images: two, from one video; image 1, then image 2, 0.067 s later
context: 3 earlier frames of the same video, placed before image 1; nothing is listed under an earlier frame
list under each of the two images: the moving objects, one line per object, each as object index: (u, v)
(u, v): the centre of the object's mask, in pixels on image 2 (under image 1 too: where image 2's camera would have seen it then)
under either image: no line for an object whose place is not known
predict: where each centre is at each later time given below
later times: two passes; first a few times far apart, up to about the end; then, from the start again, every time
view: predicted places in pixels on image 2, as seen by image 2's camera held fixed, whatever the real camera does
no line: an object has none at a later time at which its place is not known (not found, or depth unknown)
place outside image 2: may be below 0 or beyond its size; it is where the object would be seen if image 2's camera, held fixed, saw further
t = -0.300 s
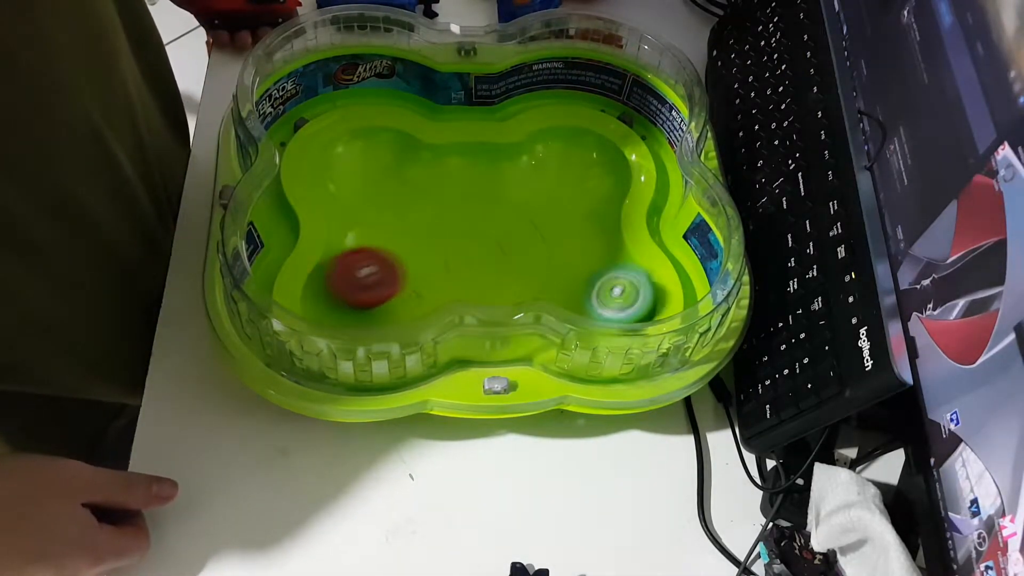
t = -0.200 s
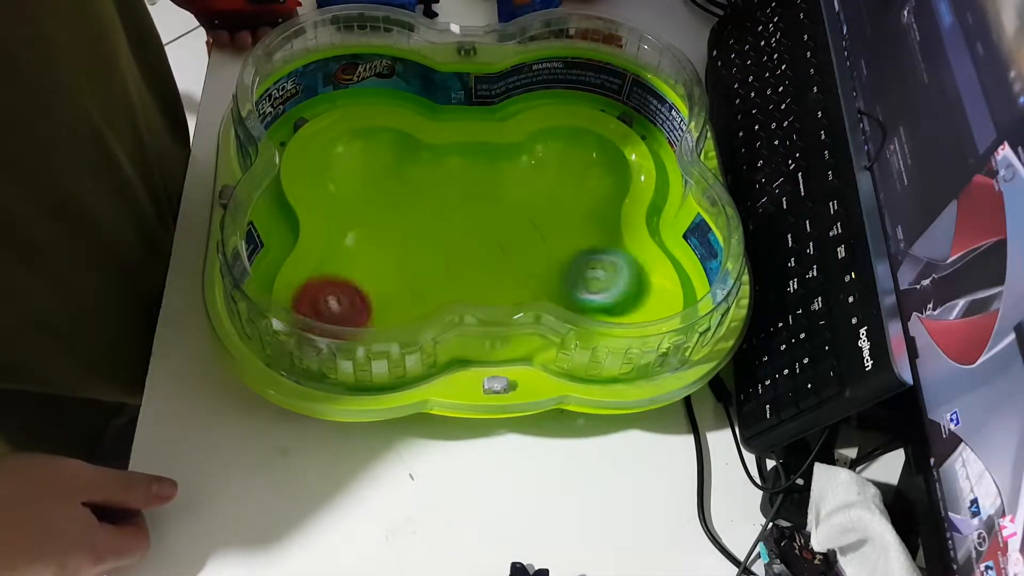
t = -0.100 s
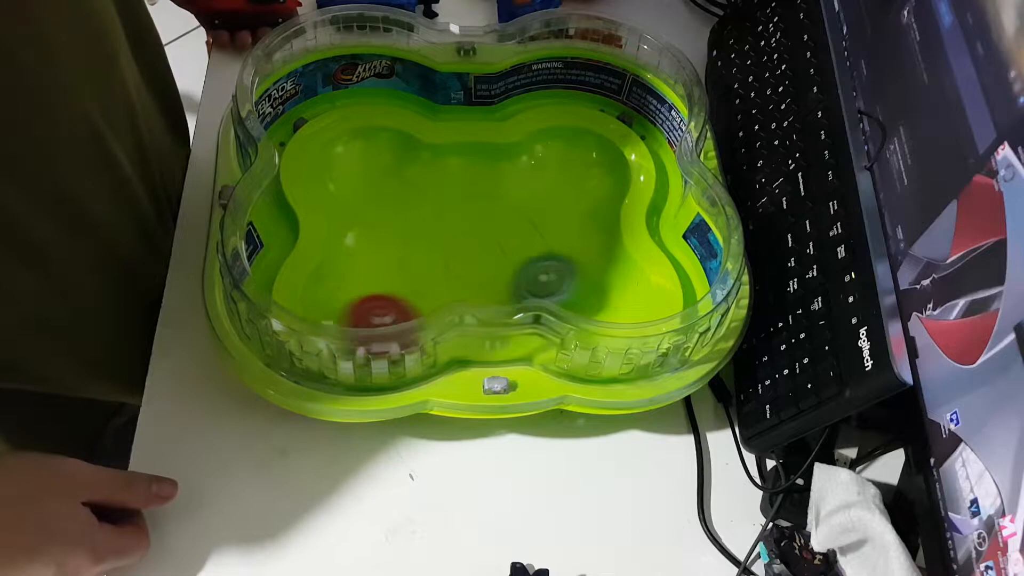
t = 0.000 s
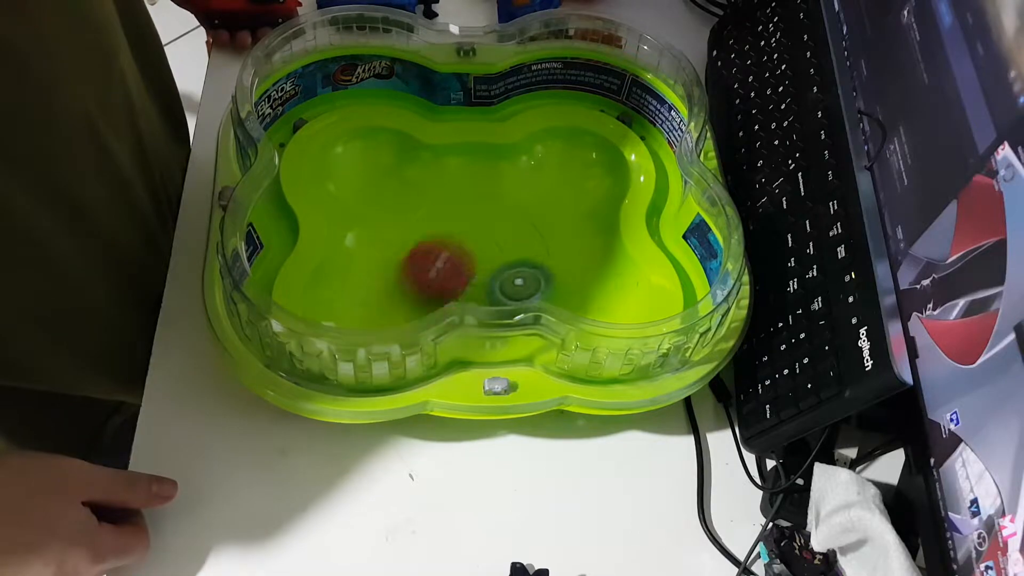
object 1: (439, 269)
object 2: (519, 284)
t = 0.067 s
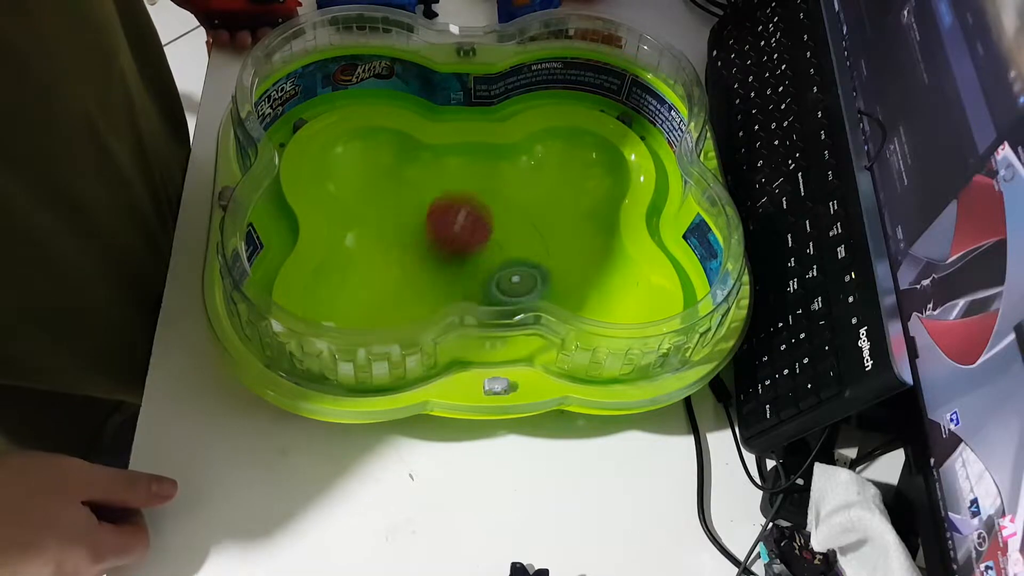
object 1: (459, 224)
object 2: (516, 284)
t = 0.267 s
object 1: (458, 156)
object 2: (522, 264)
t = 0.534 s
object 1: (376, 171)
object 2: (512, 280)
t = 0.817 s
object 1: (419, 219)
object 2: (548, 261)
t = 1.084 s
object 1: (427, 173)
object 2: (575, 229)
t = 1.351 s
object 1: (395, 193)
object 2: (545, 198)
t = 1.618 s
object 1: (423, 254)
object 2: (493, 239)
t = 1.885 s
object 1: (436, 273)
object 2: (567, 275)
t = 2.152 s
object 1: (411, 260)
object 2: (587, 295)
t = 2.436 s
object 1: (401, 281)
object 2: (579, 286)
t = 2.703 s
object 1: (414, 215)
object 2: (595, 252)
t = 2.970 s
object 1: (343, 161)
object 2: (578, 296)
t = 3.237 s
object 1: (405, 164)
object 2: (576, 225)
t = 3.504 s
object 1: (378, 174)
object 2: (510, 186)
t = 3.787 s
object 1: (417, 238)
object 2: (480, 267)
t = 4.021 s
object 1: (420, 277)
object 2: (499, 287)
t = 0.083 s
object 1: (461, 213)
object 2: (517, 282)
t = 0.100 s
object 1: (463, 203)
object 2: (518, 282)
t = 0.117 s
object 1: (464, 194)
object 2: (520, 281)
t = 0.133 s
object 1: (464, 184)
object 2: (522, 280)
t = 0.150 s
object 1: (463, 174)
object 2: (523, 279)
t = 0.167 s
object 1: (463, 166)
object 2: (525, 278)
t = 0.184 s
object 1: (462, 159)
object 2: (527, 275)
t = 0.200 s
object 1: (461, 153)
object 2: (528, 273)
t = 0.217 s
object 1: (460, 150)
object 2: (528, 272)
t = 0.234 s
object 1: (460, 149)
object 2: (527, 270)
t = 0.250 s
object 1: (459, 150)
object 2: (525, 268)
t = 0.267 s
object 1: (458, 156)
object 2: (522, 264)
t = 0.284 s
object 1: (458, 162)
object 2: (520, 263)
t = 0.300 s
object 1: (457, 170)
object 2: (514, 259)
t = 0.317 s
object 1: (456, 179)
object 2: (510, 256)
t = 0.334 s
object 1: (455, 189)
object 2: (504, 252)
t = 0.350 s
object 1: (452, 197)
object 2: (497, 248)
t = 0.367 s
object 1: (445, 198)
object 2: (497, 251)
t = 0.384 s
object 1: (437, 197)
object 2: (495, 260)
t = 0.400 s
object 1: (429, 196)
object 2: (494, 261)
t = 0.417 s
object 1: (420, 195)
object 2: (493, 265)
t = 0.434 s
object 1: (412, 193)
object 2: (493, 268)
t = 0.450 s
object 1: (404, 191)
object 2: (494, 272)
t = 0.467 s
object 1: (397, 188)
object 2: (498, 275)
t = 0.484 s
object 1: (390, 184)
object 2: (501, 276)
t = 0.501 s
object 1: (385, 180)
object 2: (504, 278)
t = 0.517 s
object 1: (380, 176)
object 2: (508, 279)
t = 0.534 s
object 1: (376, 171)
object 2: (512, 280)
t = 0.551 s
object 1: (372, 166)
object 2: (516, 281)
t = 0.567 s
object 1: (366, 161)
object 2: (521, 281)
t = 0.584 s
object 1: (360, 157)
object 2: (527, 282)
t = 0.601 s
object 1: (353, 155)
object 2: (532, 283)
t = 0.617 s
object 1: (347, 155)
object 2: (538, 283)
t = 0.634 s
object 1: (343, 156)
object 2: (544, 284)
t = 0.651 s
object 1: (339, 158)
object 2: (547, 284)
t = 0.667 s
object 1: (337, 163)
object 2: (552, 283)
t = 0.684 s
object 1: (337, 169)
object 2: (555, 282)
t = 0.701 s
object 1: (340, 175)
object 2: (557, 282)
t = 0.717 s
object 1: (343, 182)
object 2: (558, 280)
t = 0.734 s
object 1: (354, 190)
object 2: (559, 278)
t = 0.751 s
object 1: (365, 197)
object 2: (559, 276)
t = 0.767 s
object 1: (376, 204)
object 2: (558, 273)
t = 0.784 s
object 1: (389, 210)
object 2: (555, 270)
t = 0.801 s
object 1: (405, 215)
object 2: (552, 266)
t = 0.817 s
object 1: (419, 219)
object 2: (548, 261)
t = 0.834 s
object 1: (431, 221)
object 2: (544, 256)
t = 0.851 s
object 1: (444, 223)
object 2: (538, 251)
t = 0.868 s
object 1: (455, 224)
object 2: (533, 246)
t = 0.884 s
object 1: (461, 223)
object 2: (529, 243)
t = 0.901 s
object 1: (462, 217)
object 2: (533, 242)
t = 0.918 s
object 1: (461, 209)
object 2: (540, 242)
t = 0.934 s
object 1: (461, 203)
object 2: (546, 242)
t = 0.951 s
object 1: (460, 197)
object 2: (550, 242)
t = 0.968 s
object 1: (459, 191)
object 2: (554, 241)
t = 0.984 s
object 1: (456, 186)
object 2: (559, 240)
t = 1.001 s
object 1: (453, 182)
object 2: (562, 238)
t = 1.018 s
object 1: (449, 178)
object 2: (565, 237)
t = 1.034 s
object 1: (444, 175)
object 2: (569, 235)
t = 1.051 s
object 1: (439, 174)
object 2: (571, 233)
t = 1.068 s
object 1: (434, 173)
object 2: (573, 231)
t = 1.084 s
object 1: (427, 173)
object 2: (575, 229)
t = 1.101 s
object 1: (420, 173)
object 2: (576, 226)
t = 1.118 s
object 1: (413, 174)
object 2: (577, 224)
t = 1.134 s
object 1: (405, 175)
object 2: (578, 221)
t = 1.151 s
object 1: (397, 177)
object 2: (577, 218)
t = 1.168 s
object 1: (390, 178)
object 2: (576, 216)
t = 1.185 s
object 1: (384, 179)
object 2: (575, 213)
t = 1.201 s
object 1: (379, 178)
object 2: (573, 211)
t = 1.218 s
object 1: (375, 179)
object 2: (572, 209)
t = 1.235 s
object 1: (373, 179)
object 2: (568, 207)
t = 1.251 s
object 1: (373, 180)
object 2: (567, 205)
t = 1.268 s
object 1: (374, 181)
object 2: (565, 205)
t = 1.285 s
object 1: (376, 183)
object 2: (561, 202)
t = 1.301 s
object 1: (380, 185)
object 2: (559, 200)
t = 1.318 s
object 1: (384, 187)
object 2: (556, 200)
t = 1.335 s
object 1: (390, 191)
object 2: (551, 198)
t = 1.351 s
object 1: (395, 193)
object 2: (545, 198)
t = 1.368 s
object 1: (400, 196)
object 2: (539, 197)
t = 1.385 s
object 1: (405, 199)
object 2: (532, 197)
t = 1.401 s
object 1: (409, 202)
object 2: (525, 198)
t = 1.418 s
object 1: (414, 205)
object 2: (515, 200)
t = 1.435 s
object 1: (419, 207)
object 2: (506, 204)
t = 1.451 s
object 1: (424, 210)
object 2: (494, 207)
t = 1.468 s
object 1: (423, 213)
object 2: (492, 211)
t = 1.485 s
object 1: (419, 216)
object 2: (491, 214)
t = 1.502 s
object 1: (417, 219)
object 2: (492, 216)
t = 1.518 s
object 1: (417, 222)
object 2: (492, 220)
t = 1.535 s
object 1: (418, 227)
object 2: (491, 223)
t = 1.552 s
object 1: (420, 232)
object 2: (490, 226)
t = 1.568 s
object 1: (422, 237)
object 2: (492, 230)
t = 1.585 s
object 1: (423, 242)
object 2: (492, 233)
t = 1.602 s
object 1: (423, 248)
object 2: (493, 236)
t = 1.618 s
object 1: (423, 254)
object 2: (493, 239)
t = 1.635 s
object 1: (423, 259)
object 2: (495, 242)
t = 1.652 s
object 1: (423, 263)
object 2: (496, 245)
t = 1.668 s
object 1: (425, 266)
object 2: (497, 248)
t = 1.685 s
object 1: (427, 269)
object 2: (499, 250)
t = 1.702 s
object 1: (431, 271)
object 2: (500, 253)
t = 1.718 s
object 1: (434, 272)
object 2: (502, 256)
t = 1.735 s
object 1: (433, 274)
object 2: (512, 261)
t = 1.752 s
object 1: (431, 275)
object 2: (519, 264)
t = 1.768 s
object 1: (430, 275)
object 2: (527, 265)
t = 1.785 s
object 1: (430, 276)
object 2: (536, 268)
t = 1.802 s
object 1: (431, 276)
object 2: (542, 270)
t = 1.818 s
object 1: (432, 276)
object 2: (548, 271)
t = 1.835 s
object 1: (433, 276)
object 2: (553, 272)
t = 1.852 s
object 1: (434, 275)
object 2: (560, 273)
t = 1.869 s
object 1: (435, 274)
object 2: (564, 274)
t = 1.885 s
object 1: (436, 273)
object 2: (567, 275)
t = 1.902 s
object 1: (437, 272)
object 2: (570, 275)
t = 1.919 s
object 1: (438, 271)
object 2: (573, 276)
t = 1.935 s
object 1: (439, 270)
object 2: (575, 277)
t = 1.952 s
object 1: (439, 268)
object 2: (577, 277)
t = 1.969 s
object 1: (439, 267)
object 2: (578, 278)
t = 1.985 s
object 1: (438, 266)
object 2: (579, 279)
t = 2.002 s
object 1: (437, 264)
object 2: (581, 280)
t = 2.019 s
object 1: (436, 263)
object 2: (581, 281)
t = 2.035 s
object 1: (435, 261)
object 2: (582, 283)
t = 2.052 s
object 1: (433, 260)
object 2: (583, 284)
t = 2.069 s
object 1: (430, 259)
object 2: (583, 285)
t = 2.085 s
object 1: (427, 259)
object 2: (583, 286)
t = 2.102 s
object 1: (424, 258)
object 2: (584, 288)
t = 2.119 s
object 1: (420, 258)
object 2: (586, 290)
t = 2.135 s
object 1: (416, 259)
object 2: (587, 292)
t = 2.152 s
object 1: (411, 260)
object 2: (587, 295)
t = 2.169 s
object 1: (407, 261)
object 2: (588, 297)
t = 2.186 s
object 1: (403, 262)
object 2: (589, 298)
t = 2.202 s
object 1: (398, 263)
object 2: (590, 299)
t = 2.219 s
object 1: (395, 266)
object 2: (592, 299)
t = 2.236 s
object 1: (392, 269)
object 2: (595, 299)
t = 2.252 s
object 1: (390, 272)
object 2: (597, 300)
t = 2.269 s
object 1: (387, 276)
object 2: (597, 300)
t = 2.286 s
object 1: (385, 279)
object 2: (597, 301)
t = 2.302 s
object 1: (384, 282)
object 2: (599, 300)
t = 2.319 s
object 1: (383, 284)
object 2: (598, 297)
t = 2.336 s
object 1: (384, 285)
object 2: (597, 296)
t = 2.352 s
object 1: (385, 286)
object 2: (595, 296)
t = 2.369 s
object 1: (388, 286)
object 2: (592, 292)
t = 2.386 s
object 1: (390, 286)
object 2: (589, 291)
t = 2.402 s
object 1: (393, 285)
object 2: (585, 289)
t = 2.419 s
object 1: (397, 283)
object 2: (582, 288)
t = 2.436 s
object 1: (401, 281)
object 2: (579, 286)
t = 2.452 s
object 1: (406, 279)
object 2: (575, 284)
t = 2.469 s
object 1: (412, 276)
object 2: (571, 283)
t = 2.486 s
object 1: (418, 274)
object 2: (566, 281)
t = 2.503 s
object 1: (424, 272)
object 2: (562, 279)
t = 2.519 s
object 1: (429, 270)
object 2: (558, 277)
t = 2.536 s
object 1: (434, 268)
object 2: (553, 274)
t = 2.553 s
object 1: (438, 266)
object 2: (549, 272)
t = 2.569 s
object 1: (441, 263)
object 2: (546, 270)
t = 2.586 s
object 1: (445, 260)
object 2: (539, 265)
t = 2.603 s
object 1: (451, 257)
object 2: (535, 262)
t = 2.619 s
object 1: (455, 254)
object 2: (534, 261)
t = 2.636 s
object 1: (450, 247)
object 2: (539, 262)
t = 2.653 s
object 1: (438, 236)
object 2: (545, 263)
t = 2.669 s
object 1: (428, 229)
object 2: (570, 263)
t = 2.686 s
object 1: (421, 221)
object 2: (581, 259)
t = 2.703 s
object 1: (414, 215)
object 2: (595, 252)
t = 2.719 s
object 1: (409, 208)
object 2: (603, 250)
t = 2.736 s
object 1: (405, 203)
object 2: (615, 247)
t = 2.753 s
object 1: (400, 197)
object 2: (622, 251)
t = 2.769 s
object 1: (395, 193)
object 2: (622, 255)
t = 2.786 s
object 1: (390, 188)
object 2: (620, 260)
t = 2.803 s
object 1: (385, 184)
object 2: (617, 267)
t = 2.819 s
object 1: (379, 179)
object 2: (615, 278)
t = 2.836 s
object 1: (373, 174)
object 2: (613, 284)
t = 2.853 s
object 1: (367, 169)
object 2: (604, 291)
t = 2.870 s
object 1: (361, 164)
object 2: (598, 292)
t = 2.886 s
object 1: (356, 160)
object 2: (589, 295)
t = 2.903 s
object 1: (351, 157)
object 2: (586, 297)
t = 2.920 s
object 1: (348, 156)
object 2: (584, 297)
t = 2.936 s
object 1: (346, 156)
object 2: (583, 298)
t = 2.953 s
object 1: (344, 158)
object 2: (581, 297)
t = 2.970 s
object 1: (343, 161)
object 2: (578, 296)
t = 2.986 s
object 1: (343, 165)
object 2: (577, 295)
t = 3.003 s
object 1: (345, 170)
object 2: (578, 295)
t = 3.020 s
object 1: (349, 174)
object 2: (580, 294)
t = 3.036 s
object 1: (355, 178)
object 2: (580, 291)
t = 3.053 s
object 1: (361, 181)
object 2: (581, 287)
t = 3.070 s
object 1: (368, 183)
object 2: (584, 283)
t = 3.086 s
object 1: (375, 183)
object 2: (586, 278)
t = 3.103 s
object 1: (380, 182)
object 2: (588, 272)
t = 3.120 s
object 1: (385, 180)
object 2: (589, 262)
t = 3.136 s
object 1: (390, 179)
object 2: (591, 255)
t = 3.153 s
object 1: (395, 176)
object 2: (591, 250)
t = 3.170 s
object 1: (398, 173)
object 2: (590, 244)
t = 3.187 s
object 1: (401, 171)
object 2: (588, 239)
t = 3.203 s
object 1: (403, 168)
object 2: (585, 234)
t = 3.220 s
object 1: (405, 166)
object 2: (581, 230)
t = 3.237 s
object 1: (405, 164)
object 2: (576, 225)
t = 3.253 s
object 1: (405, 162)
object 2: (570, 221)
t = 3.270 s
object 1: (404, 162)
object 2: (566, 217)
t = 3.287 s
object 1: (402, 162)
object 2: (560, 213)
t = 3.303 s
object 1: (399, 162)
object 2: (552, 209)
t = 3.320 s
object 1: (396, 163)
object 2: (545, 205)
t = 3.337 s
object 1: (392, 164)
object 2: (539, 198)
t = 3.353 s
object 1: (388, 166)
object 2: (536, 189)
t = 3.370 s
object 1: (383, 167)
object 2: (532, 187)
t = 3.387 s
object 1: (380, 168)
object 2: (529, 183)
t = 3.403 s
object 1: (376, 169)
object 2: (526, 182)
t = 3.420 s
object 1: (374, 169)
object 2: (525, 181)
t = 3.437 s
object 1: (373, 169)
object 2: (522, 182)
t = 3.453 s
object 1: (372, 170)
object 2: (519, 182)
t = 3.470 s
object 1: (373, 170)
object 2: (517, 183)
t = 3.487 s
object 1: (375, 172)
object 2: (514, 185)
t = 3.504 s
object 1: (378, 174)
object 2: (510, 186)
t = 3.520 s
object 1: (381, 177)
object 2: (503, 189)
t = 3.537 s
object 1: (383, 181)
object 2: (497, 191)
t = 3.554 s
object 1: (385, 184)
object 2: (494, 191)
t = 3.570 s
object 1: (388, 188)
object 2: (488, 194)
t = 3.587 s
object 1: (392, 192)
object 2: (484, 196)
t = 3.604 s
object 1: (395, 196)
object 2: (481, 199)
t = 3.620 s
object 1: (400, 201)
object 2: (476, 202)
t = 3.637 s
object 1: (404, 206)
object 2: (472, 205)
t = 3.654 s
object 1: (407, 211)
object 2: (471, 210)
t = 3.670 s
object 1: (407, 214)
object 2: (470, 217)
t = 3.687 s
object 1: (409, 218)
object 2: (470, 222)
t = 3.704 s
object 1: (411, 223)
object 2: (472, 228)
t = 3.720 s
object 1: (414, 227)
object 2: (475, 234)
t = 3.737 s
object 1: (415, 229)
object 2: (476, 242)
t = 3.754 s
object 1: (415, 232)
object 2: (476, 251)
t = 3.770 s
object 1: (416, 236)
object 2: (480, 260)
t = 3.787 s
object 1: (417, 238)
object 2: (480, 267)
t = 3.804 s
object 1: (417, 243)
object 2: (481, 272)
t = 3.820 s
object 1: (417, 247)
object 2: (484, 275)
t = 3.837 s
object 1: (417, 253)
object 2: (485, 279)
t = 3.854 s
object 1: (415, 257)
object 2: (486, 282)
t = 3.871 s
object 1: (412, 263)
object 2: (487, 285)
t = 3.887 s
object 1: (409, 266)
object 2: (488, 287)
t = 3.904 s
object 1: (407, 269)
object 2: (489, 288)
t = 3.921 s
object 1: (407, 271)
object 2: (490, 288)
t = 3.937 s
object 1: (408, 272)
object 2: (492, 288)
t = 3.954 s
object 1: (409, 274)
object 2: (493, 287)
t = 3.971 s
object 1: (411, 275)
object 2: (495, 287)
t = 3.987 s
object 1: (414, 276)
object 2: (497, 287)
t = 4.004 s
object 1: (417, 277)
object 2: (498, 287)
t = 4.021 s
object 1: (420, 277)
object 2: (499, 287)
